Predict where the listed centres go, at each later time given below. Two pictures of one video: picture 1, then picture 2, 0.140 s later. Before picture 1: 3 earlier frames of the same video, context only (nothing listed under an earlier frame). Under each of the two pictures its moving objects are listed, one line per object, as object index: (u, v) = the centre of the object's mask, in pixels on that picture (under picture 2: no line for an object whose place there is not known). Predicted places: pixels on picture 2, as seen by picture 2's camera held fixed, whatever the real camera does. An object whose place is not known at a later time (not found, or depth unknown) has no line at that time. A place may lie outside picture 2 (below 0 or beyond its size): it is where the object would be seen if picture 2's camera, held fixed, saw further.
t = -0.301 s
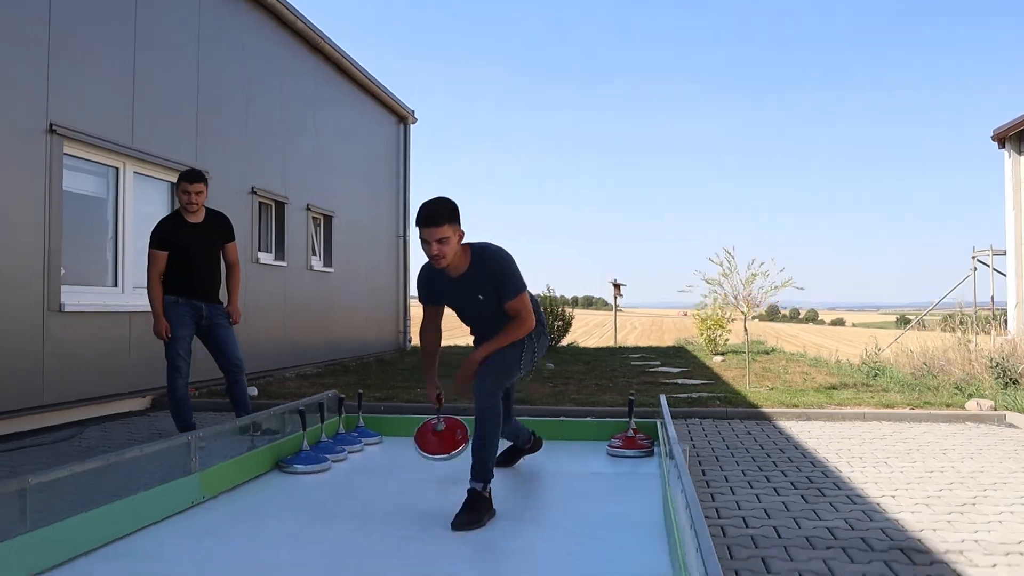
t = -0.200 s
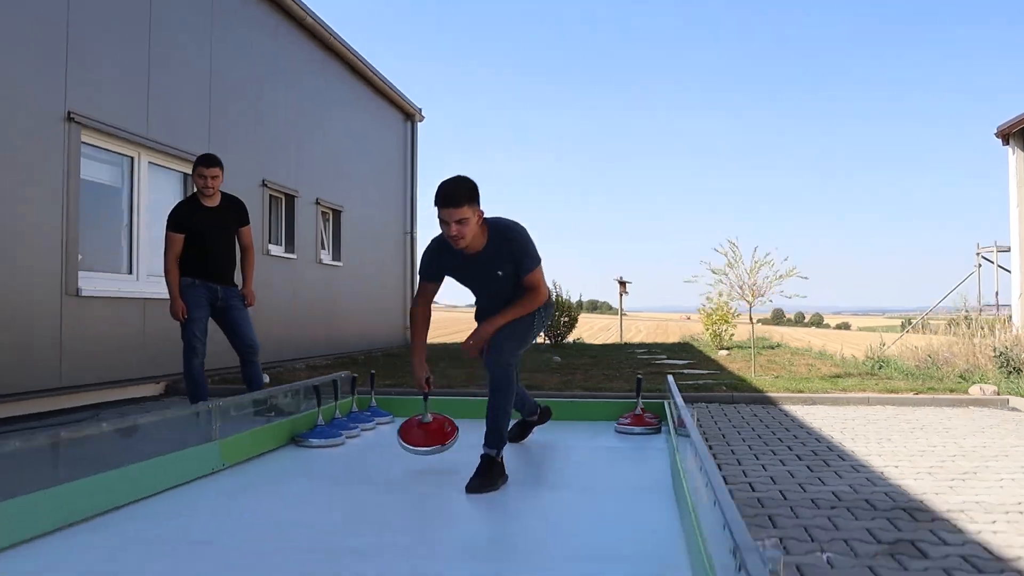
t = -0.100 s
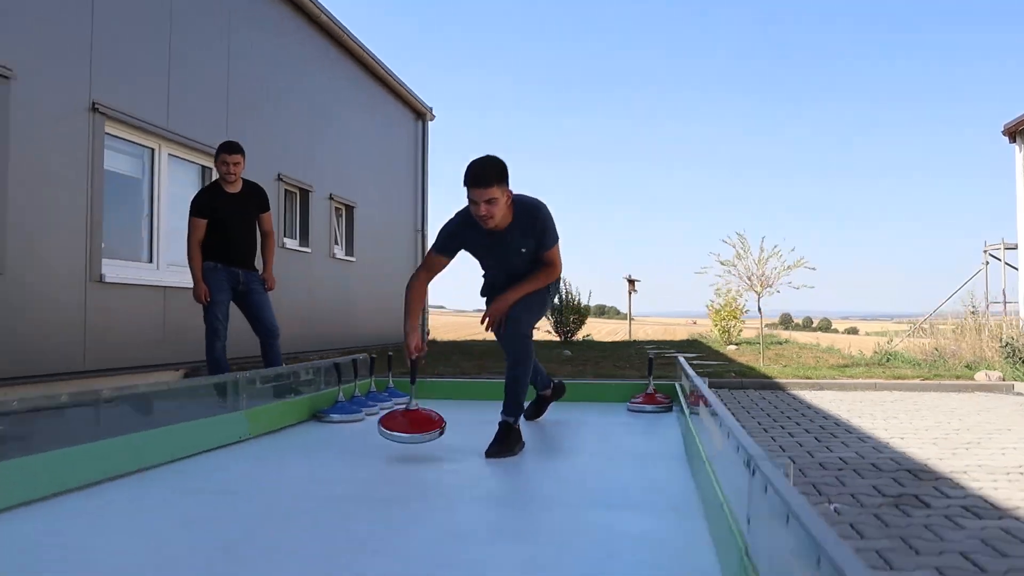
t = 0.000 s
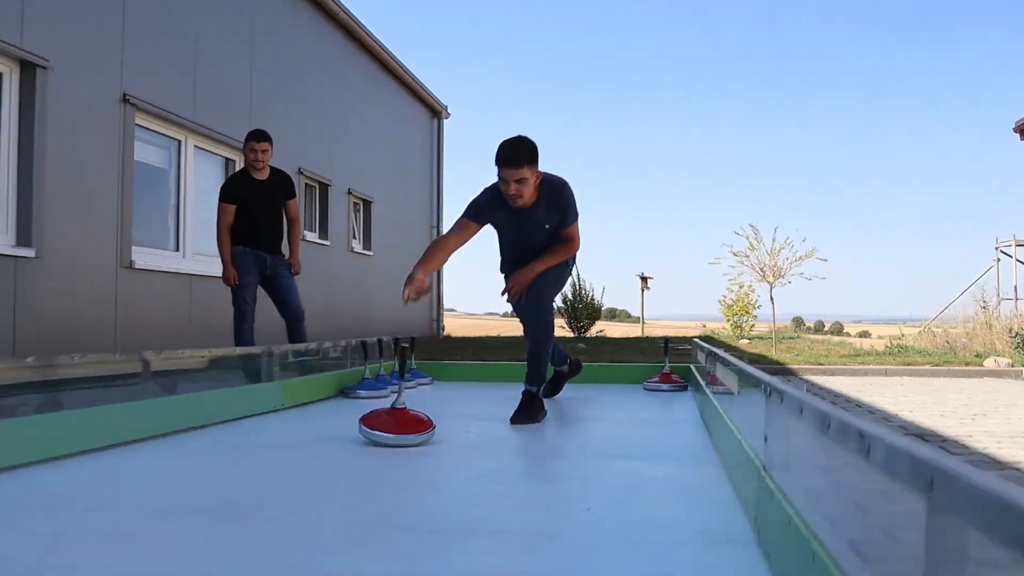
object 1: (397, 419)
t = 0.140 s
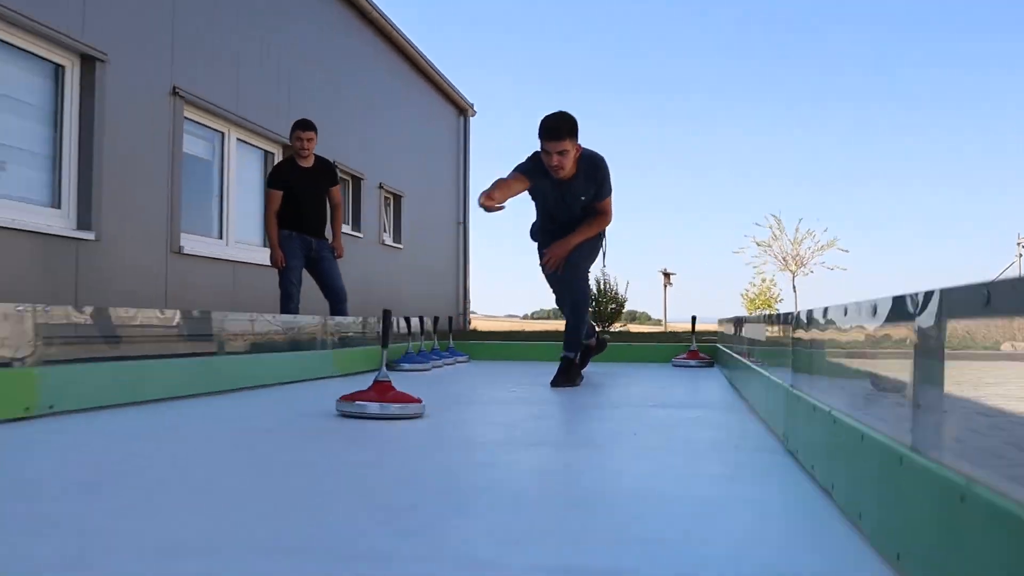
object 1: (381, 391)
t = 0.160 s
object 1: (371, 392)
